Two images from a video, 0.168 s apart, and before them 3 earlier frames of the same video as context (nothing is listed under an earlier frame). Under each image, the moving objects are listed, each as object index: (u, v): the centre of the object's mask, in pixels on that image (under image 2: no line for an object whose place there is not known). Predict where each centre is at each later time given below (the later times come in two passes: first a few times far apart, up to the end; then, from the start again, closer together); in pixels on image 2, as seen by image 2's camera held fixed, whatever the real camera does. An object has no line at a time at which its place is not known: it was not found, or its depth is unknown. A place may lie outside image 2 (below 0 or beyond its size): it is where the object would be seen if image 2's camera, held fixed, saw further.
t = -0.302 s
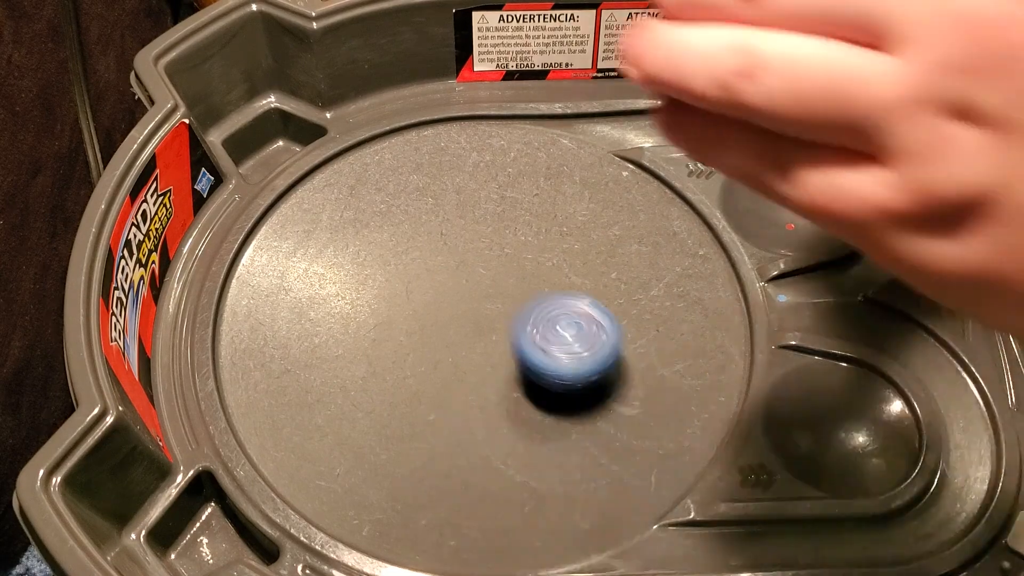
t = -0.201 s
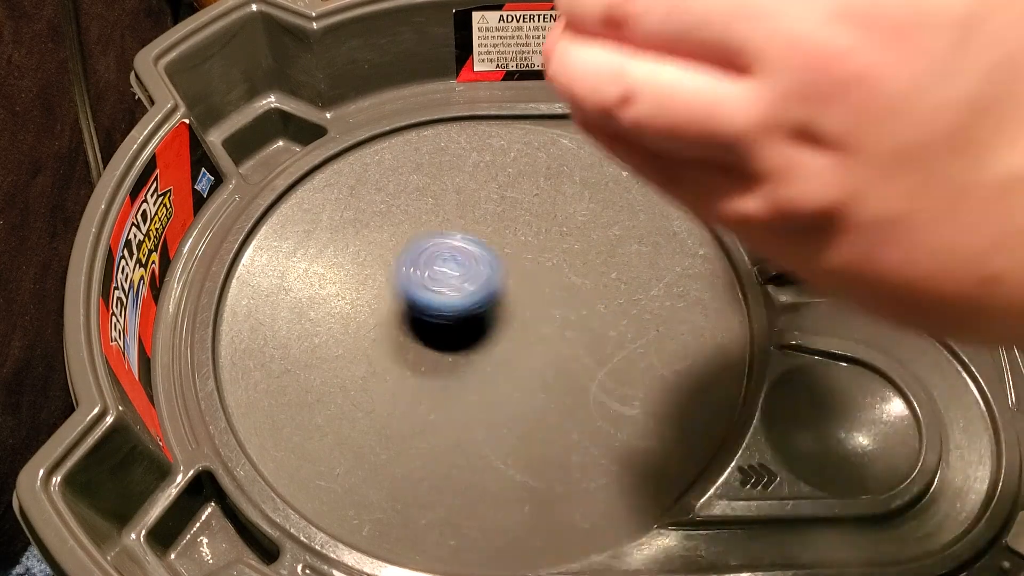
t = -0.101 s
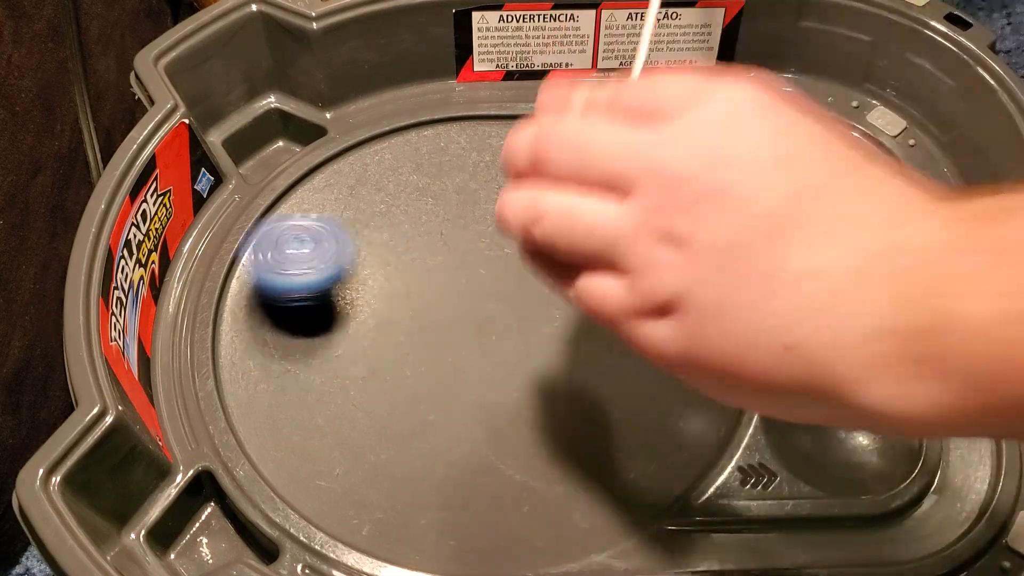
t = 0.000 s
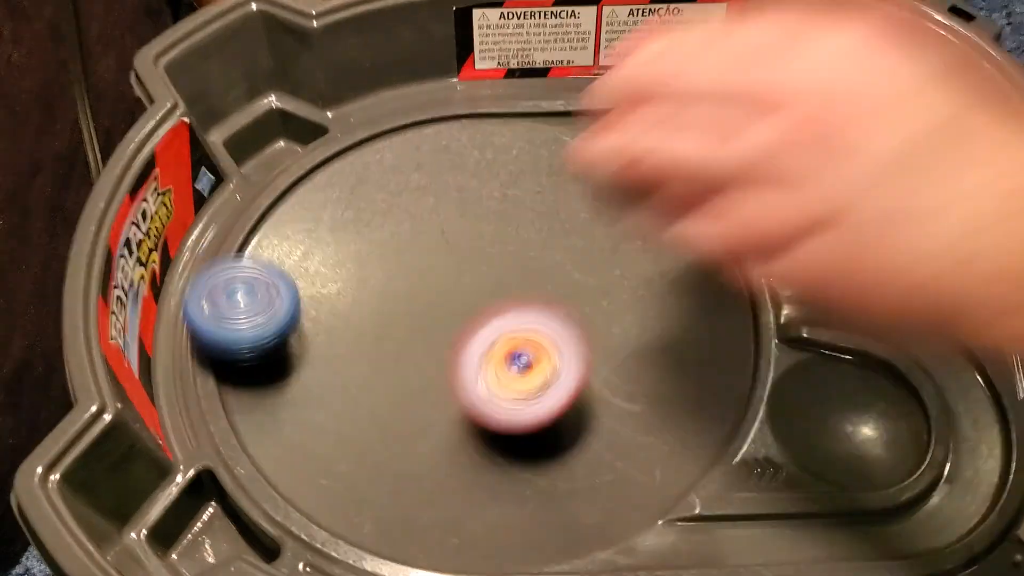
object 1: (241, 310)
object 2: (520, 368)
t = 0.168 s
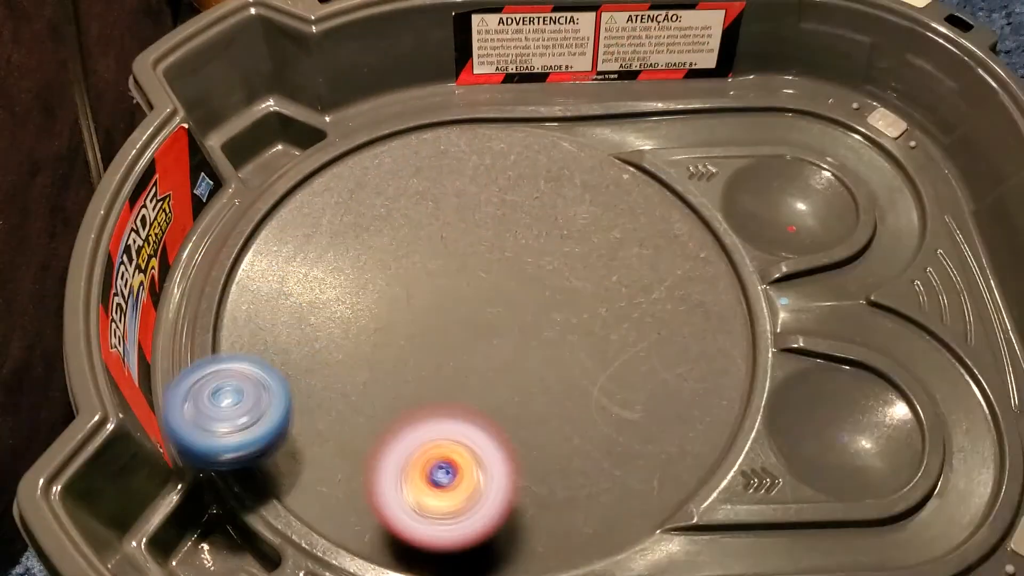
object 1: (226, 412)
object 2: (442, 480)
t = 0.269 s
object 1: (223, 409)
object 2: (497, 495)
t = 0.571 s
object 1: (323, 401)
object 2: (517, 288)
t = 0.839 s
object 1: (403, 329)
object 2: (653, 258)
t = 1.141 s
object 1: (290, 232)
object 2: (493, 377)
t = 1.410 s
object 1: (380, 319)
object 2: (480, 141)
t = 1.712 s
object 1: (561, 138)
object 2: (817, 89)
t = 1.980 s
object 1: (399, 156)
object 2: (669, 318)
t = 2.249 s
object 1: (553, 276)
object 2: (245, 374)
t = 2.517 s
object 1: (594, 136)
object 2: (440, 152)
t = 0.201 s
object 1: (213, 423)
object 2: (464, 493)
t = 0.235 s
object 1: (221, 417)
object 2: (484, 497)
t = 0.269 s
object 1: (223, 409)
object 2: (497, 495)
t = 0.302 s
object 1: (224, 398)
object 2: (506, 488)
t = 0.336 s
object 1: (224, 391)
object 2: (511, 476)
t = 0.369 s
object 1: (234, 387)
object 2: (510, 459)
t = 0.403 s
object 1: (252, 389)
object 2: (502, 438)
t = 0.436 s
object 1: (277, 388)
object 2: (490, 413)
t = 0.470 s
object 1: (307, 391)
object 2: (471, 388)
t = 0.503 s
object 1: (332, 394)
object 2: (457, 361)
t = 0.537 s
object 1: (323, 398)
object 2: (483, 323)
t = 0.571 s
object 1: (323, 401)
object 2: (517, 288)
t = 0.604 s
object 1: (329, 403)
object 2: (555, 256)
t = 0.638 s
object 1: (342, 403)
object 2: (597, 226)
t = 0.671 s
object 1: (355, 400)
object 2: (637, 203)
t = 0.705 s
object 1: (371, 392)
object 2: (678, 186)
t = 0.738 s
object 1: (379, 382)
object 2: (688, 186)
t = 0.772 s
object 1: (390, 365)
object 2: (675, 211)
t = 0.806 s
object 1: (399, 351)
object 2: (665, 232)
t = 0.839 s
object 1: (403, 329)
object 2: (653, 258)
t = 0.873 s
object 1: (402, 308)
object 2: (641, 286)
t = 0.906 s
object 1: (397, 289)
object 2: (632, 313)
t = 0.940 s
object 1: (388, 271)
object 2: (625, 339)
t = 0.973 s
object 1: (374, 254)
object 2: (619, 362)
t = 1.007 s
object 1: (358, 241)
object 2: (605, 379)
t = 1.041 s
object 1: (340, 232)
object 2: (584, 392)
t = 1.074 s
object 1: (321, 228)
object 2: (556, 396)
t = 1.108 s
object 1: (305, 227)
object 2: (524, 391)
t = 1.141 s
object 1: (290, 232)
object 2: (493, 377)
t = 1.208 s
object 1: (272, 251)
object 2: (447, 327)
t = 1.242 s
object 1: (273, 265)
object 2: (435, 296)
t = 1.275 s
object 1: (282, 280)
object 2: (431, 262)
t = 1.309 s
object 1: (298, 295)
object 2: (433, 227)
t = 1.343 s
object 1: (321, 307)
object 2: (443, 197)
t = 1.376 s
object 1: (349, 316)
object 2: (459, 166)
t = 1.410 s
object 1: (380, 319)
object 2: (480, 141)
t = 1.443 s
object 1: (415, 320)
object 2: (505, 125)
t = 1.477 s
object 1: (448, 307)
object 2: (534, 113)
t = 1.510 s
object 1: (480, 297)
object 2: (566, 105)
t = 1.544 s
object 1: (509, 279)
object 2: (601, 101)
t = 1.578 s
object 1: (533, 254)
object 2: (639, 94)
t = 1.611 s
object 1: (551, 226)
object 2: (680, 89)
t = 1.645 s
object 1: (561, 196)
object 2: (726, 90)
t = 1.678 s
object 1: (565, 167)
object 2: (770, 91)
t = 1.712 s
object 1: (561, 138)
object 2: (817, 89)
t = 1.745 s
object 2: (866, 99)
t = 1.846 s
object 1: (493, 92)
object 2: (908, 210)
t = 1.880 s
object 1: (466, 97)
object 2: (862, 237)
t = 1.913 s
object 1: (439, 114)
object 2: (800, 258)
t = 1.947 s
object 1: (416, 133)
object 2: (733, 284)
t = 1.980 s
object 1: (399, 156)
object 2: (669, 318)
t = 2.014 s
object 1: (388, 183)
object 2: (602, 346)
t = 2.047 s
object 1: (385, 214)
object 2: (541, 365)
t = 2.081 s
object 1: (391, 251)
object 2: (476, 373)
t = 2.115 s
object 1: (406, 277)
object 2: (417, 375)
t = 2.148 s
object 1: (436, 293)
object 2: (355, 382)
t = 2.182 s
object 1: (473, 292)
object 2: (295, 391)
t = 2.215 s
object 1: (512, 287)
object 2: (242, 396)
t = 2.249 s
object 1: (553, 276)
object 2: (245, 374)
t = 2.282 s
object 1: (583, 260)
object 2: (264, 350)
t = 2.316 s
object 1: (604, 239)
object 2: (284, 324)
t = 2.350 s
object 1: (622, 217)
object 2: (307, 294)
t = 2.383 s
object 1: (632, 195)
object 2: (327, 260)
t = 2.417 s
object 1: (636, 171)
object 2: (345, 228)
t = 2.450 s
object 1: (630, 152)
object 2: (370, 195)
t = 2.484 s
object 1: (614, 143)
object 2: (403, 169)
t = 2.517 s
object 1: (594, 136)
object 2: (440, 152)
